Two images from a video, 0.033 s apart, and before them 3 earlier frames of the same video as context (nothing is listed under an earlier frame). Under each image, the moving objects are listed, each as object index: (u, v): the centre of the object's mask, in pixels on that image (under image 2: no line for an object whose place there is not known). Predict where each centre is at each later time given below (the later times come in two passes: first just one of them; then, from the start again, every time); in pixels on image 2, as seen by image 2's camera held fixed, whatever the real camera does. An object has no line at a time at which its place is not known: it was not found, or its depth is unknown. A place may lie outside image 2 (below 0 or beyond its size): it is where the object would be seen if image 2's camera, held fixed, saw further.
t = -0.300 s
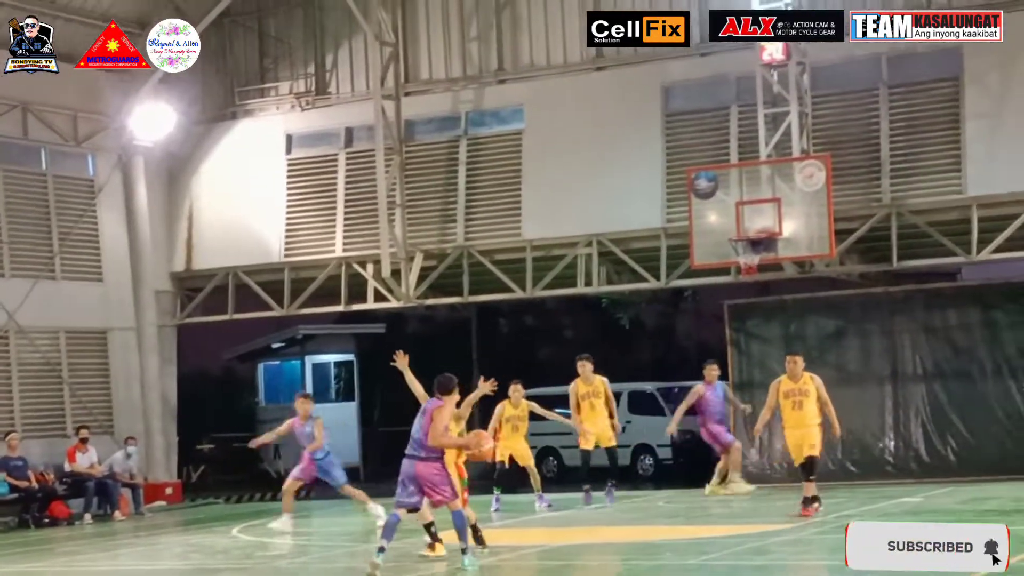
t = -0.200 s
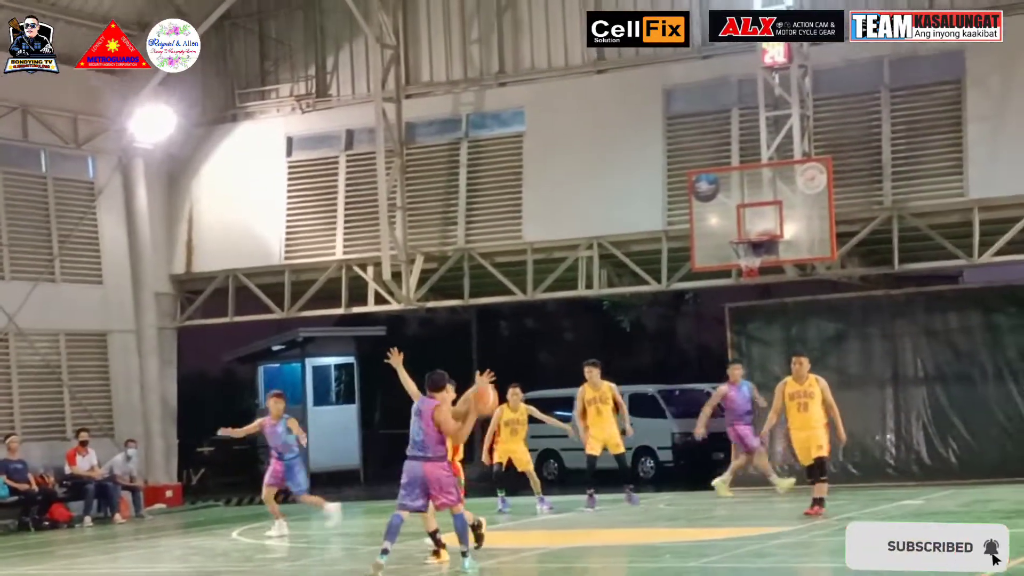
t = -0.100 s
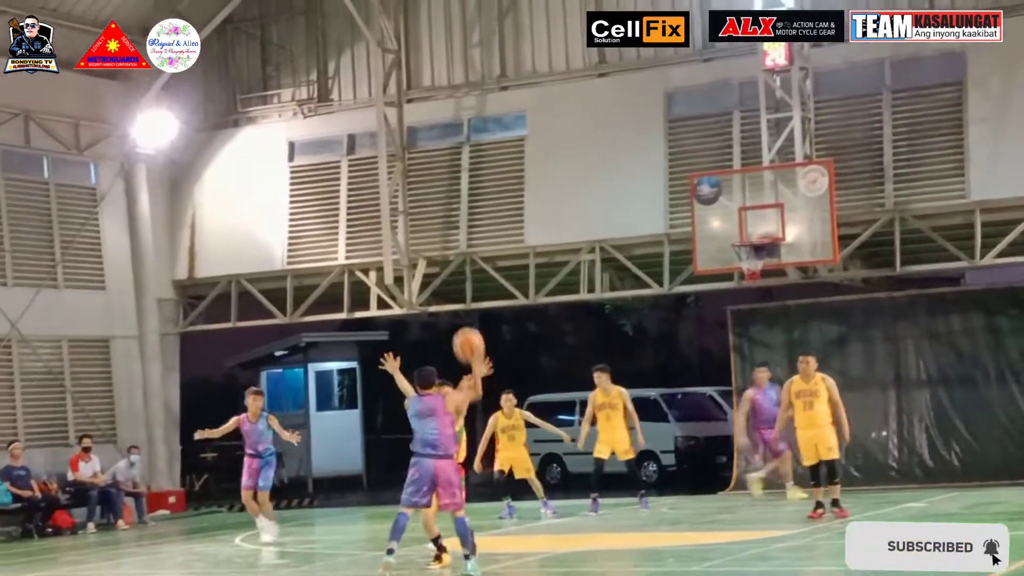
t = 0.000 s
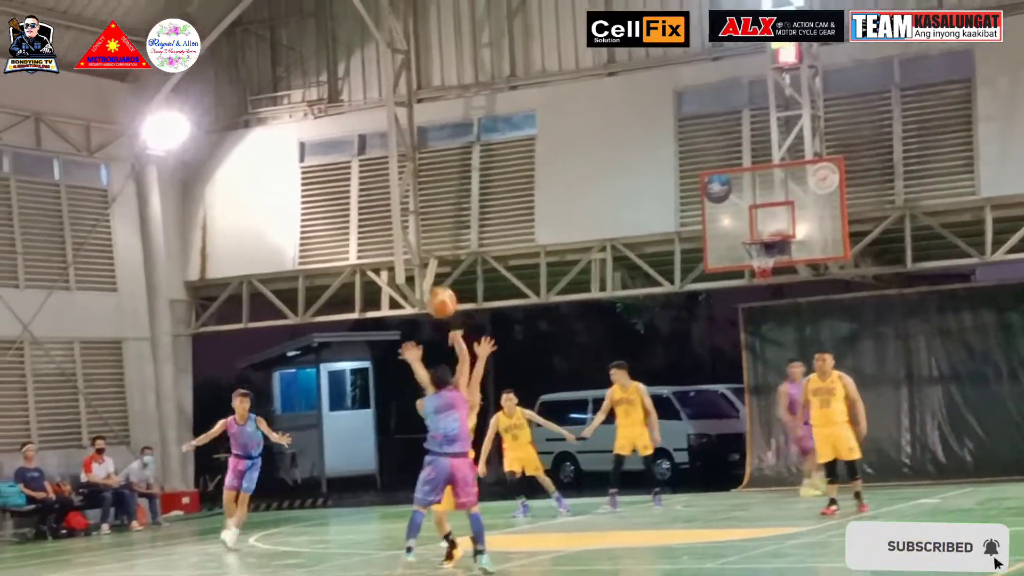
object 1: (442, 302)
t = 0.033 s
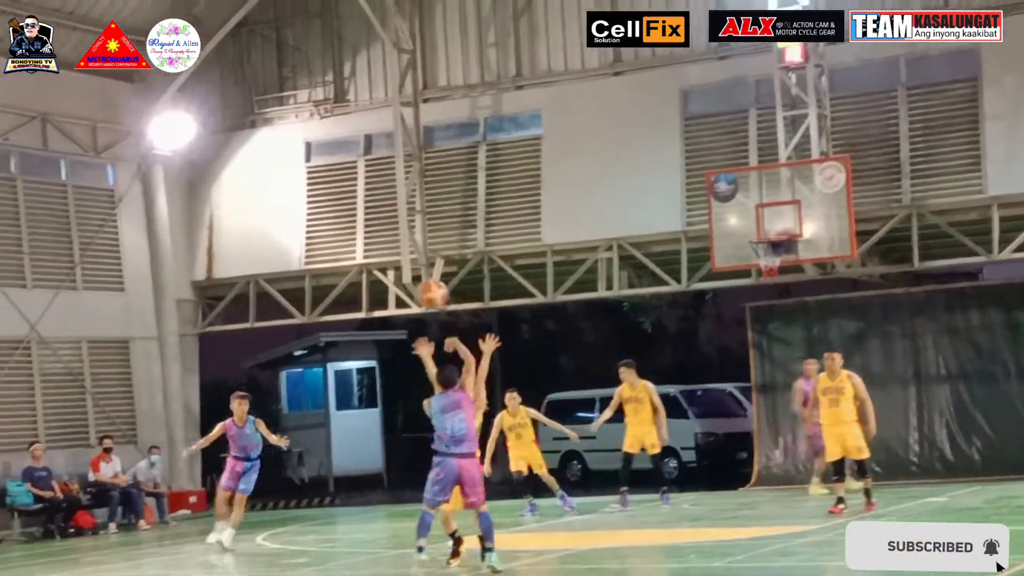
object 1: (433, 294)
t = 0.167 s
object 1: (374, 278)
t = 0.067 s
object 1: (418, 287)
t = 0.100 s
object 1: (405, 282)
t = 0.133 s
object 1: (386, 280)
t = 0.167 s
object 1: (374, 278)
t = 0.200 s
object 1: (360, 278)
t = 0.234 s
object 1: (347, 279)
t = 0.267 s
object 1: (334, 280)
